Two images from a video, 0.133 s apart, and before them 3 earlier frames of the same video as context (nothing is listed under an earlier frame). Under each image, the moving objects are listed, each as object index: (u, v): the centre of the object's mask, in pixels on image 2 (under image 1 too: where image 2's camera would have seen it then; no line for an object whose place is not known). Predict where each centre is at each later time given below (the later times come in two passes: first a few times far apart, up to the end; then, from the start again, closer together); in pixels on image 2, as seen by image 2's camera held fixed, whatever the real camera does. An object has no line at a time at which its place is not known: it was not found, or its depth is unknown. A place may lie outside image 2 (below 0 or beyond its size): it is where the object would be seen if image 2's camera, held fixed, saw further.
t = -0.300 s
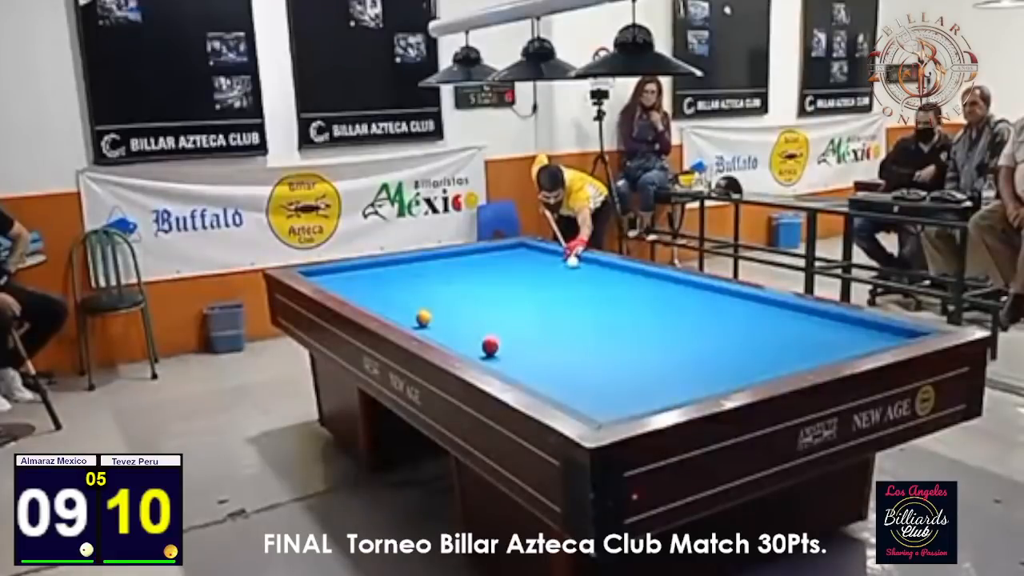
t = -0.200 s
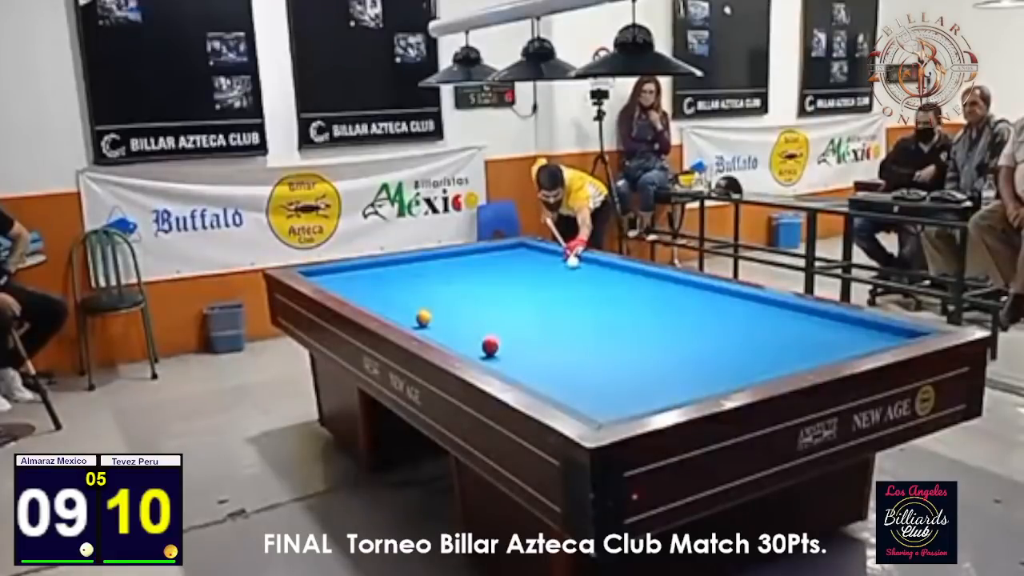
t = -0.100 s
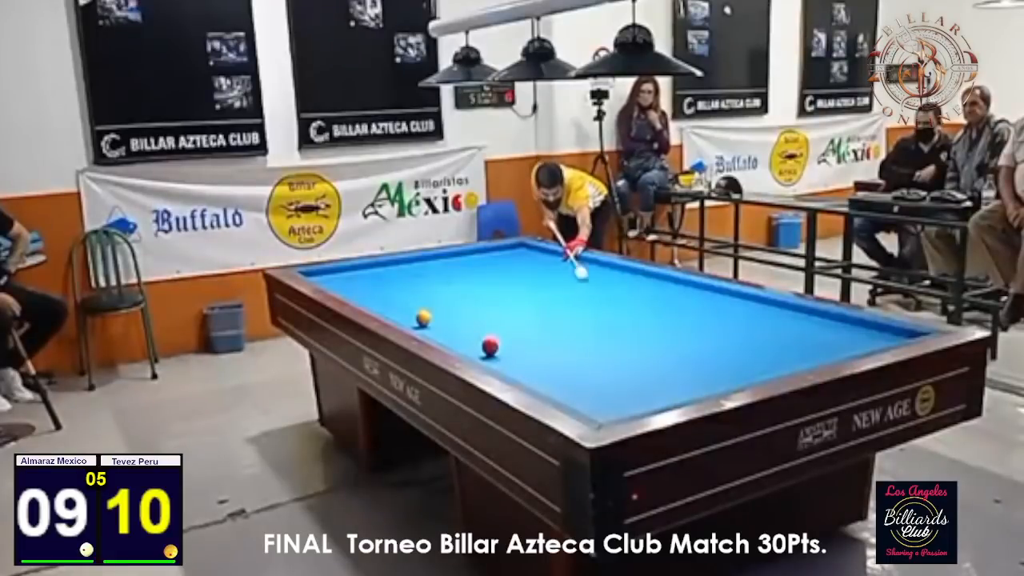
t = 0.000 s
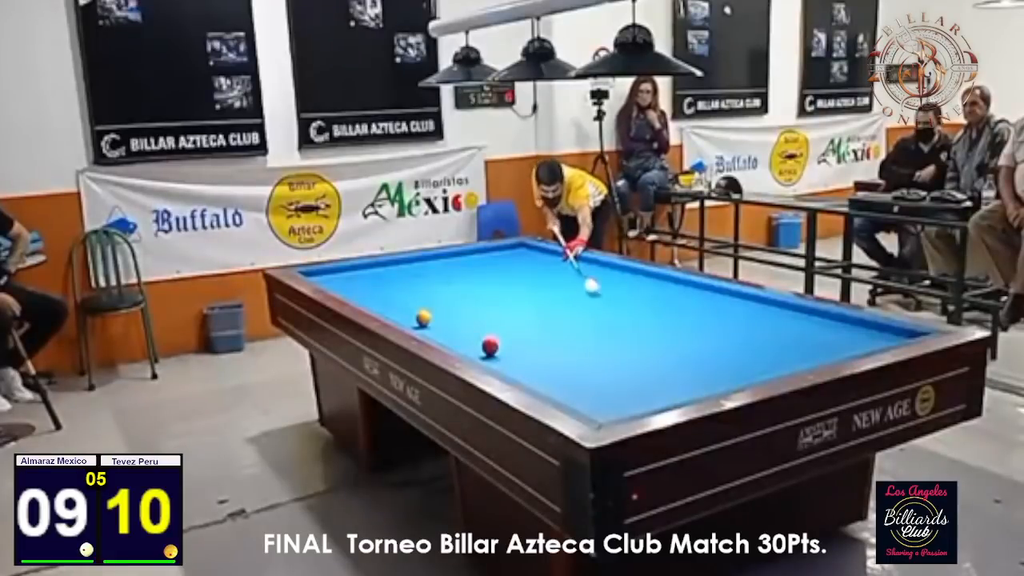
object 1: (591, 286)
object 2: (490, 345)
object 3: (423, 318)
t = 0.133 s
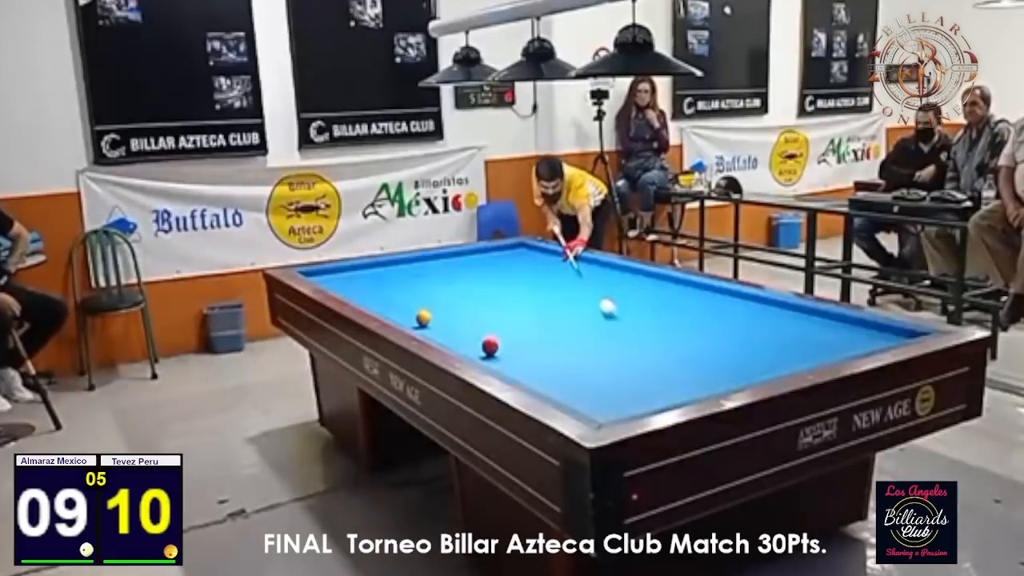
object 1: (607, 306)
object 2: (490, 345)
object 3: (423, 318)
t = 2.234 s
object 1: (441, 315)
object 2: (543, 269)
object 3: (400, 311)
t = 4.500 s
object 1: (474, 295)
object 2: (458, 260)
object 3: (336, 284)
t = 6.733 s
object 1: (486, 287)
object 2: (392, 292)
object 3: (318, 271)
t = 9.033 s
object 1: (487, 286)
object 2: (406, 306)
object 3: (329, 273)
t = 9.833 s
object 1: (488, 286)
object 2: (419, 306)
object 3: (329, 273)
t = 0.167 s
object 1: (612, 312)
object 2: (490, 345)
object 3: (423, 318)
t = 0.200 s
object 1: (617, 319)
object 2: (490, 345)
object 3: (423, 318)
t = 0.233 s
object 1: (622, 326)
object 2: (490, 345)
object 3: (423, 318)
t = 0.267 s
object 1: (628, 333)
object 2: (490, 345)
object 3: (423, 318)
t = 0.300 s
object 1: (633, 340)
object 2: (490, 345)
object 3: (423, 318)
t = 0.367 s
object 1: (647, 359)
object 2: (490, 345)
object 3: (423, 318)
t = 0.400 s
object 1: (655, 369)
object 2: (490, 345)
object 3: (423, 318)
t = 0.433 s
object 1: (663, 380)
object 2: (490, 345)
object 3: (423, 318)
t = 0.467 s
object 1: (671, 391)
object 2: (490, 345)
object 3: (423, 318)
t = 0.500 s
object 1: (664, 394)
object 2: (490, 345)
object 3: (423, 318)
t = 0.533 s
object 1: (639, 394)
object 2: (490, 345)
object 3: (423, 318)
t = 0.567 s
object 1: (617, 389)
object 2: (490, 345)
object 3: (423, 318)
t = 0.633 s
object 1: (572, 378)
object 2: (490, 345)
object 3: (423, 318)
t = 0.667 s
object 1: (552, 373)
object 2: (490, 345)
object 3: (423, 318)
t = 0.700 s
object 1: (532, 373)
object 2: (490, 345)
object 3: (423, 318)
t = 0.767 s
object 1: (499, 363)
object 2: (490, 345)
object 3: (423, 318)
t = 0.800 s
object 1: (489, 358)
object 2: (490, 343)
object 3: (423, 318)
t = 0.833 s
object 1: (488, 355)
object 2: (491, 342)
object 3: (423, 318)
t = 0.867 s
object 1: (486, 353)
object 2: (492, 342)
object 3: (423, 318)
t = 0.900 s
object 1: (483, 351)
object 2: (494, 341)
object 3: (424, 318)
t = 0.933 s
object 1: (478, 349)
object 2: (494, 339)
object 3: (423, 318)
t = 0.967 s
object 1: (473, 349)
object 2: (496, 336)
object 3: (423, 318)
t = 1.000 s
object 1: (468, 347)
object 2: (499, 333)
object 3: (423, 318)
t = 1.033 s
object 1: (464, 346)
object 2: (500, 330)
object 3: (423, 318)
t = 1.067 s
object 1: (460, 345)
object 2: (502, 328)
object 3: (423, 318)
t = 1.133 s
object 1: (455, 343)
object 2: (505, 323)
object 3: (423, 318)
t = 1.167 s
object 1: (455, 343)
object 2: (505, 323)
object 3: (423, 318)
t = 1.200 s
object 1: (453, 341)
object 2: (508, 319)
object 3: (423, 318)
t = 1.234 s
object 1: (451, 340)
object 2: (510, 317)
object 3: (423, 318)
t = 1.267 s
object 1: (450, 339)
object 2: (511, 315)
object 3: (423, 318)
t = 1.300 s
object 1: (448, 338)
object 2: (512, 313)
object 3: (423, 318)
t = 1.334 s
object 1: (447, 337)
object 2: (514, 311)
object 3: (423, 318)
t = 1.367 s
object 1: (445, 336)
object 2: (515, 309)
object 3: (423, 318)
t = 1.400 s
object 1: (444, 335)
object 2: (516, 307)
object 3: (423, 318)
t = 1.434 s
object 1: (443, 333)
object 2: (518, 305)
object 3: (423, 318)
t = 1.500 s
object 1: (440, 331)
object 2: (520, 302)
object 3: (423, 318)
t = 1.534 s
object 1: (439, 330)
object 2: (522, 300)
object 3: (423, 318)
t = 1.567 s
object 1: (437, 329)
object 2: (523, 298)
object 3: (423, 318)
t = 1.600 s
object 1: (436, 328)
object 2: (524, 296)
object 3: (423, 318)
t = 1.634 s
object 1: (435, 327)
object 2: (525, 295)
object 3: (423, 318)
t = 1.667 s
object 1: (434, 325)
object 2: (526, 293)
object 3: (423, 318)
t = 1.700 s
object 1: (433, 324)
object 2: (527, 291)
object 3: (422, 317)
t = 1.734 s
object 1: (432, 323)
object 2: (528, 290)
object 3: (422, 317)
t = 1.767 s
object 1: (431, 323)
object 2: (530, 288)
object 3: (422, 317)
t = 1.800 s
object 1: (432, 322)
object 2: (531, 287)
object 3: (420, 317)
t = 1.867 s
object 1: (432, 320)
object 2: (532, 284)
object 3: (418, 316)
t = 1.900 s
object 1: (433, 320)
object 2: (534, 282)
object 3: (416, 316)
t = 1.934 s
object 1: (434, 319)
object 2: (535, 281)
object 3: (414, 315)
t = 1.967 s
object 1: (435, 319)
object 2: (536, 279)
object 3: (413, 315)
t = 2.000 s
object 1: (436, 318)
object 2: (537, 278)
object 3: (411, 314)
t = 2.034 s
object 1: (437, 318)
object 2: (538, 277)
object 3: (409, 314)
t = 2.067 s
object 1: (437, 318)
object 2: (538, 275)
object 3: (408, 313)
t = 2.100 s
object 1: (438, 317)
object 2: (539, 274)
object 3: (406, 313)
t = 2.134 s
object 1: (439, 316)
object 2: (540, 273)
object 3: (404, 312)
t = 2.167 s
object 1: (439, 316)
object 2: (541, 271)
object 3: (402, 312)
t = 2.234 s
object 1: (441, 315)
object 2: (543, 269)
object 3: (400, 311)
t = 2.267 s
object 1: (442, 315)
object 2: (544, 268)
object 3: (398, 310)
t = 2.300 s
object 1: (442, 314)
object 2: (544, 266)
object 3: (397, 310)
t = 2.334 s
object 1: (443, 314)
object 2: (545, 266)
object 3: (395, 309)
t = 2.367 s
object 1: (443, 313)
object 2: (546, 265)
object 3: (394, 309)
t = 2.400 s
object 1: (444, 313)
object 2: (547, 263)
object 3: (392, 308)
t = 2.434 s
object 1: (445, 312)
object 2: (548, 262)
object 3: (391, 308)
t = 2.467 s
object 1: (445, 312)
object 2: (548, 261)
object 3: (389, 307)
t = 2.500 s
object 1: (446, 312)
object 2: (549, 260)
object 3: (388, 307)
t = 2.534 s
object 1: (447, 311)
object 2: (550, 259)
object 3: (386, 306)
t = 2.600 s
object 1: (448, 310)
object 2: (551, 257)
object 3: (384, 305)
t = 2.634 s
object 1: (449, 310)
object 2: (552, 256)
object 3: (382, 305)
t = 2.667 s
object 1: (449, 310)
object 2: (552, 255)
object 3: (381, 304)
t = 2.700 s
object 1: (450, 309)
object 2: (553, 254)
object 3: (379, 304)
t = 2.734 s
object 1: (450, 309)
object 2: (554, 253)
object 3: (378, 303)
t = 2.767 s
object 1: (451, 309)
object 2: (554, 252)
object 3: (377, 303)
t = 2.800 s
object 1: (451, 308)
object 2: (554, 251)
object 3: (376, 302)
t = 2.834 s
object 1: (452, 308)
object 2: (551, 250)
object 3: (374, 302)
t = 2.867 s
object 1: (453, 308)
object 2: (547, 250)
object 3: (373, 301)
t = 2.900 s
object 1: (453, 307)
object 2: (543, 250)
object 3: (372, 301)
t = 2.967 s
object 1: (454, 306)
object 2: (537, 249)
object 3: (369, 300)
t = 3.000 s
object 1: (455, 306)
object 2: (534, 249)
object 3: (368, 300)
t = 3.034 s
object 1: (455, 305)
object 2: (531, 249)
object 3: (367, 300)
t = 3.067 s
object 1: (456, 305)
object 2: (528, 249)
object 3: (365, 299)
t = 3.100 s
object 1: (456, 305)
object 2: (525, 249)
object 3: (364, 299)
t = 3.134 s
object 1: (457, 305)
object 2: (522, 248)
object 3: (363, 298)
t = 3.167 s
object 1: (457, 305)
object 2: (519, 248)
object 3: (362, 298)
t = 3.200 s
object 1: (458, 304)
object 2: (515, 248)
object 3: (361, 297)
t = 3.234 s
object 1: (458, 304)
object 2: (512, 249)
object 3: (359, 297)
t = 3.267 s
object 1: (459, 304)
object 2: (509, 249)
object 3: (358, 296)
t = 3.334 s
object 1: (460, 303)
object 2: (503, 248)
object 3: (356, 296)
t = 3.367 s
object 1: (460, 303)
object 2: (500, 248)
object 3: (355, 295)
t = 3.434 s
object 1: (461, 302)
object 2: (494, 248)
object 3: (353, 295)
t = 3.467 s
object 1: (462, 302)
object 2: (492, 248)
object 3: (352, 294)
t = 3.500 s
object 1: (463, 301)
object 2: (489, 248)
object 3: (351, 293)
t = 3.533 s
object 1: (463, 301)
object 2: (486, 248)
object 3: (350, 293)
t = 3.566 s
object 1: (463, 301)
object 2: (485, 248)
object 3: (349, 292)
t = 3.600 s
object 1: (464, 301)
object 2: (484, 248)
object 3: (349, 292)
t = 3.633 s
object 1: (464, 300)
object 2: (483, 248)
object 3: (348, 292)
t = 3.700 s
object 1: (465, 300)
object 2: (481, 249)
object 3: (347, 291)
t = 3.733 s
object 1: (465, 299)
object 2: (481, 248)
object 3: (346, 291)
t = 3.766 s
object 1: (466, 299)
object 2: (480, 249)
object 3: (346, 291)
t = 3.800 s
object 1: (466, 299)
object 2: (479, 250)
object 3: (346, 290)
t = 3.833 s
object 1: (467, 299)
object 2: (478, 250)
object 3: (345, 290)
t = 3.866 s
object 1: (467, 298)
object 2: (476, 250)
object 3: (344, 290)
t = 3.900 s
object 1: (468, 298)
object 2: (475, 251)
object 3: (344, 289)
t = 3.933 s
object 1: (468, 298)
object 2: (474, 251)
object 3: (343, 289)
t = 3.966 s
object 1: (468, 298)
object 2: (473, 251)
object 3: (343, 289)
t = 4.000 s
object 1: (469, 297)
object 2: (472, 252)
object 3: (342, 289)
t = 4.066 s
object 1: (469, 297)
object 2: (470, 254)
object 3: (341, 288)
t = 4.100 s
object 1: (470, 297)
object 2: (469, 254)
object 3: (341, 288)
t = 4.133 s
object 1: (470, 296)
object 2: (468, 255)
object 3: (340, 288)
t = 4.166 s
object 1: (471, 296)
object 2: (467, 255)
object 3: (340, 287)
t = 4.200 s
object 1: (471, 296)
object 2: (466, 256)
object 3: (339, 287)
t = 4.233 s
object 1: (471, 296)
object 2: (466, 256)
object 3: (339, 287)
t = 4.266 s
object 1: (472, 295)
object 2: (464, 257)
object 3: (339, 287)
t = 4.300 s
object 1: (472, 295)
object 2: (464, 257)
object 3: (338, 287)
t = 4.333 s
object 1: (472, 295)
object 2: (463, 257)
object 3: (338, 286)
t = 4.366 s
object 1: (472, 295)
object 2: (462, 258)
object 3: (338, 286)
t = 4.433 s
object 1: (473, 295)
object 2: (459, 259)
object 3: (336, 285)
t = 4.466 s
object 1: (473, 295)
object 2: (459, 260)
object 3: (336, 285)
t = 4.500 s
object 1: (474, 295)
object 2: (458, 260)
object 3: (336, 284)
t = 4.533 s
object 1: (474, 294)
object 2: (457, 260)
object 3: (335, 284)
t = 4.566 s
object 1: (474, 294)
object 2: (456, 262)
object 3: (335, 284)
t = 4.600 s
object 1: (475, 294)
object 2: (455, 262)
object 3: (334, 284)
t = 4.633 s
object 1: (475, 294)
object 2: (454, 262)
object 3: (334, 283)
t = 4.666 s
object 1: (475, 293)
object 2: (453, 263)
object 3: (334, 283)
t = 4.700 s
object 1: (475, 293)
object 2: (452, 263)
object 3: (333, 283)
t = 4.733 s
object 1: (476, 293)
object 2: (451, 263)
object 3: (333, 283)
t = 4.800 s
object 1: (476, 293)
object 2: (449, 264)
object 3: (332, 282)
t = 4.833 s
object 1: (477, 293)
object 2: (448, 265)
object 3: (332, 282)
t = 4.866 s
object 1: (477, 292)
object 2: (447, 265)
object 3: (331, 282)
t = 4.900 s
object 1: (477, 292)
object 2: (447, 266)
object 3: (331, 282)
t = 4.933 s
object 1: (478, 292)
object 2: (445, 266)
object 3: (331, 281)
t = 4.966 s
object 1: (478, 292)
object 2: (444, 266)
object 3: (331, 281)
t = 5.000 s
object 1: (478, 292)
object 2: (443, 267)
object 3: (330, 281)
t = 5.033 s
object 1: (478, 292)
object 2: (442, 267)
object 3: (330, 281)
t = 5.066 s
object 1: (479, 292)
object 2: (442, 268)
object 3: (330, 281)
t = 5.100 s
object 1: (479, 291)
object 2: (440, 268)
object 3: (329, 280)
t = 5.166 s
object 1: (479, 291)
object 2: (439, 269)
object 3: (329, 279)
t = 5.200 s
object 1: (480, 291)
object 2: (438, 270)
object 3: (328, 279)
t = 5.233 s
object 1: (480, 290)
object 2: (437, 270)
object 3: (328, 279)
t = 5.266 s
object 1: (480, 290)
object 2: (436, 271)
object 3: (328, 278)
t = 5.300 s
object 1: (480, 290)
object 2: (435, 271)
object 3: (327, 278)
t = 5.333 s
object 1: (481, 290)
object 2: (434, 272)
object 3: (327, 278)
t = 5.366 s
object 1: (481, 290)
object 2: (433, 273)
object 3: (327, 278)
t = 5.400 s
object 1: (481, 290)
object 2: (431, 273)
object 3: (326, 278)
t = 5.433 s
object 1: (481, 290)
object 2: (430, 274)
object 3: (326, 278)
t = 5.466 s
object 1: (481, 290)
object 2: (429, 274)
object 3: (325, 277)
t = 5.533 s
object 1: (482, 289)
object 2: (427, 275)
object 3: (325, 277)
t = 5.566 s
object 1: (482, 289)
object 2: (427, 275)
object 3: (325, 277)
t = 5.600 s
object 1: (482, 289)
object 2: (425, 276)
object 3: (324, 277)
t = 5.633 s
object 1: (482, 289)
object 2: (424, 276)
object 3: (324, 276)
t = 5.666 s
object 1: (483, 289)
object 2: (424, 277)
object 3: (324, 276)
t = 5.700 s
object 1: (483, 289)
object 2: (423, 277)
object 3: (323, 276)
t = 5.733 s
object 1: (483, 289)
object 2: (422, 277)
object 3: (323, 276)
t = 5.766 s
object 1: (483, 288)
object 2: (421, 279)
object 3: (323, 276)
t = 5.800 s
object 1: (483, 288)
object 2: (419, 279)
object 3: (322, 275)
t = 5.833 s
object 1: (484, 288)
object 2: (417, 280)
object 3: (322, 275)
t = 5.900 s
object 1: (484, 288)
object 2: (415, 281)
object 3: (321, 274)
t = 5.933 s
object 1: (484, 288)
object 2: (414, 281)
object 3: (321, 274)
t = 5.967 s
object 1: (484, 288)
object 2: (413, 282)
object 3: (321, 274)
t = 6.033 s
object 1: (485, 288)
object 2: (412, 282)
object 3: (321, 273)
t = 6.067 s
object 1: (485, 288)
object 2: (411, 283)
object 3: (320, 273)
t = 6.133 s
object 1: (485, 287)
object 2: (409, 284)
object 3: (320, 273)
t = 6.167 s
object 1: (485, 287)
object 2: (408, 284)
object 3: (320, 272)
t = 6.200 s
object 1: (485, 287)
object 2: (408, 284)
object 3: (320, 272)
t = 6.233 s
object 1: (485, 287)
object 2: (407, 285)
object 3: (320, 272)
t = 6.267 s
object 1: (485, 287)
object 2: (405, 285)
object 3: (319, 272)
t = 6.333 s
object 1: (485, 287)
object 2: (403, 286)
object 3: (319, 271)
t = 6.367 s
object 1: (485, 287)
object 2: (402, 287)
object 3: (319, 271)
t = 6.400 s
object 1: (486, 287)
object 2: (401, 287)
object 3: (319, 271)
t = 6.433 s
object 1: (486, 287)
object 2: (401, 288)
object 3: (318, 271)
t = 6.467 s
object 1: (486, 287)
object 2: (399, 288)
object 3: (318, 271)
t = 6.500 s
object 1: (486, 287)
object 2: (399, 289)
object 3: (318, 271)
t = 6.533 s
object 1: (486, 287)
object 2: (397, 289)
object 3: (318, 271)
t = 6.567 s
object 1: (486, 287)
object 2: (396, 290)
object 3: (318, 271)
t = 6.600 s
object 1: (486, 287)
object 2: (395, 290)
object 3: (318, 271)
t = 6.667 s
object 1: (486, 287)
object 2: (393, 291)
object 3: (318, 271)
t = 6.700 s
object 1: (486, 287)
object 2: (393, 291)
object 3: (318, 271)
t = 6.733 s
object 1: (486, 287)
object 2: (392, 292)
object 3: (318, 271)
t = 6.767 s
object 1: (486, 286)
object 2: (391, 292)
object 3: (319, 271)
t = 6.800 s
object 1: (486, 286)
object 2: (390, 293)
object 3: (319, 271)
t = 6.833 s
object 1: (487, 286)
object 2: (389, 293)
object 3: (319, 271)
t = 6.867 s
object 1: (487, 286)
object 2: (388, 294)
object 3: (320, 271)
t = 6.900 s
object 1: (487, 286)
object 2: (387, 294)
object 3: (320, 271)
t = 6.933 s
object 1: (487, 286)
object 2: (386, 295)
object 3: (320, 271)
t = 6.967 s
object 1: (487, 286)
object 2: (385, 295)
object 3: (320, 271)
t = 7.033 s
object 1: (487, 286)
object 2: (383, 296)
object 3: (321, 271)
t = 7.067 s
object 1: (487, 286)
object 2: (382, 297)
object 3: (321, 271)
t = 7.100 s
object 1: (487, 286)
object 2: (381, 297)
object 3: (321, 271)
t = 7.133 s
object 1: (487, 286)
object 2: (380, 298)
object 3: (322, 271)
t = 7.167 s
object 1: (487, 286)
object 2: (379, 299)
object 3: (322, 271)
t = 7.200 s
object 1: (487, 286)
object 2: (378, 299)
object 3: (322, 271)
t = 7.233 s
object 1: (487, 286)
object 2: (377, 299)
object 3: (323, 271)
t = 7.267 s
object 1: (487, 286)
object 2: (376, 300)
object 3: (323, 271)
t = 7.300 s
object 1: (487, 286)
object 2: (375, 300)
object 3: (323, 271)
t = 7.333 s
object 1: (487, 286)
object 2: (374, 300)
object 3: (323, 271)
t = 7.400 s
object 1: (487, 286)
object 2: (372, 301)
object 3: (324, 271)
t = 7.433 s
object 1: (487, 286)
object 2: (372, 301)
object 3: (324, 271)
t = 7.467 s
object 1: (487, 286)
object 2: (371, 301)
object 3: (325, 271)
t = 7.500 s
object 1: (487, 286)
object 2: (370, 301)
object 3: (325, 271)
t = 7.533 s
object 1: (487, 286)
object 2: (369, 301)
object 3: (325, 271)
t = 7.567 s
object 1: (487, 286)
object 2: (369, 302)
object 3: (325, 271)
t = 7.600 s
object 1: (487, 286)
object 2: (369, 302)
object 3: (326, 271)
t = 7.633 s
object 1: (487, 286)
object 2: (370, 302)
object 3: (326, 271)
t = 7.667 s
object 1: (487, 286)
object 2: (372, 302)
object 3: (326, 272)
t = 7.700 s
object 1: (487, 286)
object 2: (372, 302)
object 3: (326, 272)
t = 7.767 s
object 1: (487, 286)
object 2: (375, 303)
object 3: (327, 272)
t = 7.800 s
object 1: (487, 286)
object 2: (376, 303)
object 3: (327, 272)
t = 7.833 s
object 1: (487, 286)
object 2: (377, 303)
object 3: (327, 272)
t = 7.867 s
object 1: (487, 286)
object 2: (378, 304)
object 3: (327, 272)
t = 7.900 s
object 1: (487, 286)
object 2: (379, 304)
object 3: (327, 272)
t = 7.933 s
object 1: (487, 286)
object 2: (380, 304)
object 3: (327, 272)
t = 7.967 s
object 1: (487, 286)
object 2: (380, 304)
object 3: (328, 272)
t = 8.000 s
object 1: (487, 286)
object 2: (381, 304)
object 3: (328, 272)
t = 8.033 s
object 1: (487, 286)
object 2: (382, 305)
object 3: (328, 273)
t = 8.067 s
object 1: (487, 286)
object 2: (383, 305)
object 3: (328, 272)
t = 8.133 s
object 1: (487, 286)
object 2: (385, 305)
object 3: (328, 272)
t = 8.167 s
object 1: (487, 286)
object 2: (386, 305)
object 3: (329, 272)
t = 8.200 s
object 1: (487, 286)
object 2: (387, 305)
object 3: (329, 272)
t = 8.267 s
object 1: (487, 286)
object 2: (388, 305)
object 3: (329, 273)
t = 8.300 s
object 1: (487, 286)
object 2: (390, 305)
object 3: (329, 272)
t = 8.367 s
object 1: (487, 286)
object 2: (392, 305)
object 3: (329, 273)
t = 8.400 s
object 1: (487, 286)
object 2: (393, 305)
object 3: (329, 273)
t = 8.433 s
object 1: (487, 286)
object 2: (393, 305)
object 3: (329, 273)
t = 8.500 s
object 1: (488, 286)
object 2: (394, 305)
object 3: (329, 273)
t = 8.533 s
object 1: (487, 286)
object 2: (395, 305)
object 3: (329, 273)
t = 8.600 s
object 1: (487, 286)
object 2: (396, 305)
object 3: (329, 273)
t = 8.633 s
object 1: (487, 286)
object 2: (397, 305)
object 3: (329, 273)
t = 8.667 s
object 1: (487, 286)
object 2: (398, 305)
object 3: (329, 273)
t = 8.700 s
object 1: (487, 286)
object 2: (399, 305)
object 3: (329, 273)
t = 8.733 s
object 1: (487, 286)
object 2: (400, 305)
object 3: (329, 273)
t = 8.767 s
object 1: (487, 286)
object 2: (401, 305)
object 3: (329, 272)
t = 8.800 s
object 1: (487, 286)
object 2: (401, 306)
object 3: (329, 273)
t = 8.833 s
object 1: (487, 286)
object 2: (402, 305)
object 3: (329, 273)
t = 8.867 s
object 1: (487, 286)
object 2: (402, 306)
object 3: (329, 273)
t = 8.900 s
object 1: (487, 286)
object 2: (403, 305)
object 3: (329, 273)
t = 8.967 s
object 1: (487, 286)
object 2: (405, 306)
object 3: (329, 273)
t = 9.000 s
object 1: (487, 286)
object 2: (406, 306)
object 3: (329, 273)
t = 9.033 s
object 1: (487, 286)
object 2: (406, 306)
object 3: (329, 273)
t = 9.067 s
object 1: (487, 286)
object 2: (407, 306)
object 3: (329, 273)
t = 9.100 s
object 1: (488, 286)
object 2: (407, 306)
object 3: (329, 273)
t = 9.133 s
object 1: (488, 286)
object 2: (408, 306)
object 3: (329, 273)
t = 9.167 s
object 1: (488, 286)
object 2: (409, 306)
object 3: (329, 273)
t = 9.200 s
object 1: (488, 286)
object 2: (409, 306)
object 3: (329, 274)
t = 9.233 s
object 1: (487, 286)
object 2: (410, 306)
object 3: (329, 274)
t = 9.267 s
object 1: (488, 286)
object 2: (411, 306)
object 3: (329, 274)
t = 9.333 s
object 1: (488, 286)
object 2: (412, 305)
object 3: (329, 274)
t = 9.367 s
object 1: (487, 286)
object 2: (413, 305)
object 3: (329, 273)
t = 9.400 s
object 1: (488, 286)
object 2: (413, 306)
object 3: (329, 274)
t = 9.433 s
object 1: (487, 286)
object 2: (414, 306)
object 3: (329, 274)
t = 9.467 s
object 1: (487, 286)
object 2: (414, 306)
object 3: (329, 274)
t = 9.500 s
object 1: (487, 286)
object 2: (415, 306)
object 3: (329, 273)
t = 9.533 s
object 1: (487, 286)
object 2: (415, 306)
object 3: (329, 273)
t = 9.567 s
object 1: (487, 286)
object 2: (416, 306)
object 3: (329, 273)
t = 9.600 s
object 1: (487, 286)
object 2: (416, 306)
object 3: (329, 273)
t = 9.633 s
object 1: (487, 286)
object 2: (417, 306)
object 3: (329, 273)
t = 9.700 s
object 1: (487, 286)
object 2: (418, 306)
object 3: (330, 273)
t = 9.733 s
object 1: (487, 286)
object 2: (418, 306)
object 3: (330, 273)
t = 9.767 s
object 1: (487, 286)
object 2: (418, 306)
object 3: (329, 273)
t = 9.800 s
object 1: (488, 286)
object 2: (419, 306)
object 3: (329, 273)
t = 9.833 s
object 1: (488, 286)
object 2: (419, 306)
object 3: (329, 273)
